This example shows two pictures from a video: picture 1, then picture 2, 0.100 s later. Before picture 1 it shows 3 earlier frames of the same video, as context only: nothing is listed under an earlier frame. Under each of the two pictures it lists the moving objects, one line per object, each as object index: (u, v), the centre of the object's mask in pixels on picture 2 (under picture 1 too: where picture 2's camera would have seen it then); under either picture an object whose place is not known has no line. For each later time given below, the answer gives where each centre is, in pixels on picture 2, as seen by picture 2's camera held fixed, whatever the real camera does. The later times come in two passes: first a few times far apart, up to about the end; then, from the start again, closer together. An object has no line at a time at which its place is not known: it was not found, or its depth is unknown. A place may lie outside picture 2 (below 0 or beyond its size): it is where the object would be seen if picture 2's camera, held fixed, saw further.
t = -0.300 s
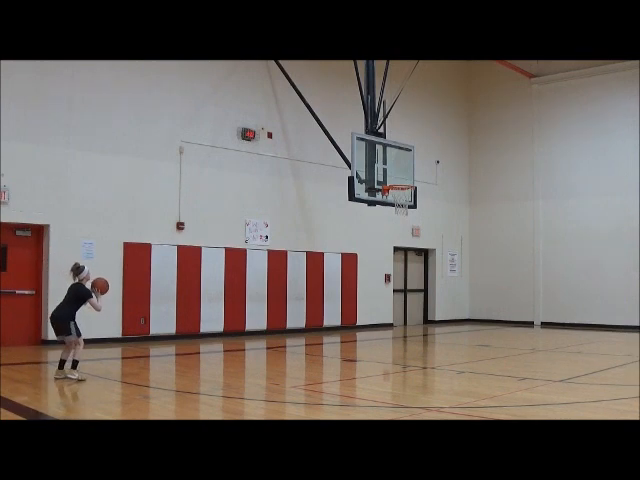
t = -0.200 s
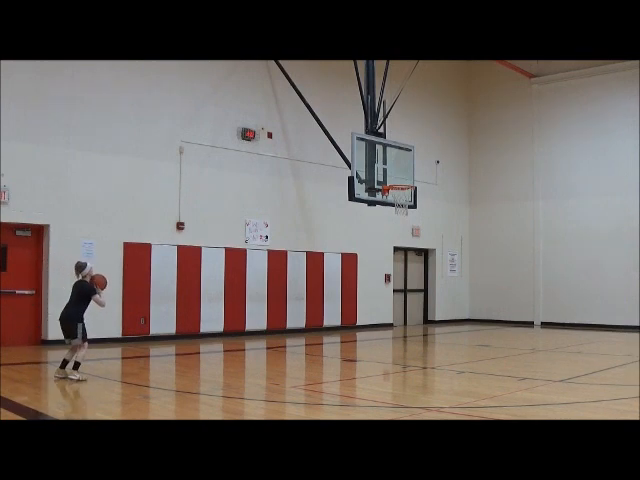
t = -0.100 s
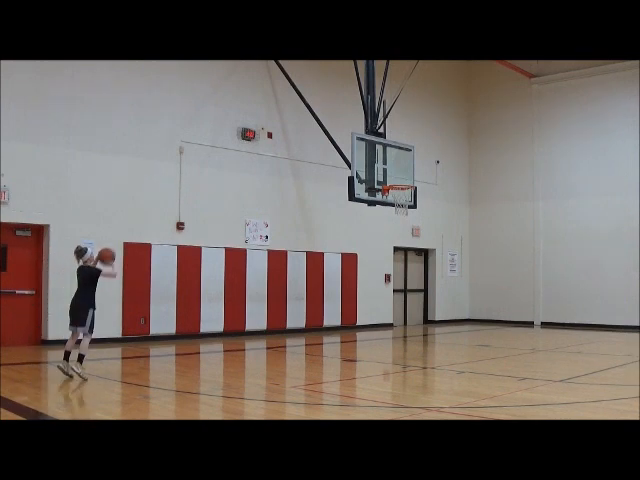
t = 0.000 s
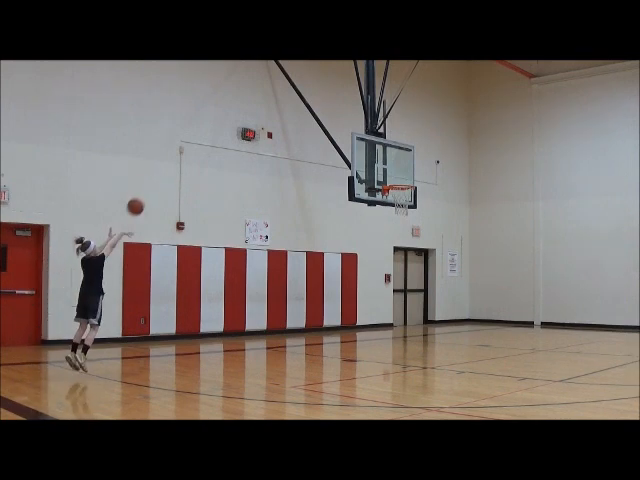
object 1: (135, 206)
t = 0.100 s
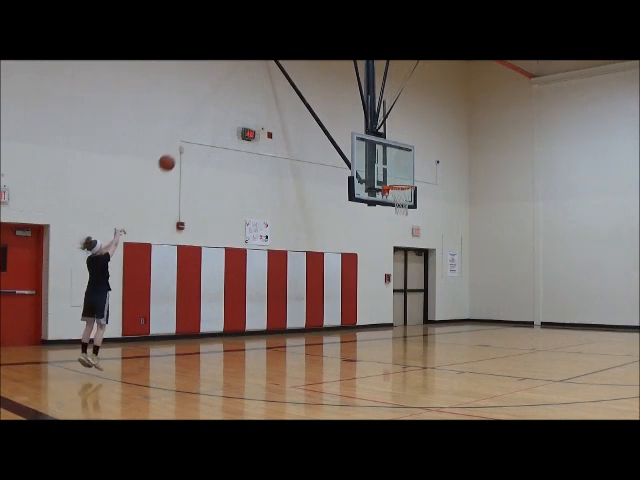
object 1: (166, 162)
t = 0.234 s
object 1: (204, 120)
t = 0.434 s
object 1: (255, 84)
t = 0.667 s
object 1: (306, 77)
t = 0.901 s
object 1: (349, 100)
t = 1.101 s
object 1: (383, 139)
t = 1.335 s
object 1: (401, 201)
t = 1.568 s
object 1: (378, 237)
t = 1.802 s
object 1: (359, 298)
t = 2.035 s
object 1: (338, 316)
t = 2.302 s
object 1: (320, 270)
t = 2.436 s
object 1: (309, 261)
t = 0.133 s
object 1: (176, 151)
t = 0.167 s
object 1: (186, 139)
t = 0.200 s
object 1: (195, 129)
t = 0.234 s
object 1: (204, 120)
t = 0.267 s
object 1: (213, 111)
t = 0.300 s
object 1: (222, 104)
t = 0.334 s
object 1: (230, 98)
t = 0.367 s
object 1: (239, 93)
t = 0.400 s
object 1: (247, 88)
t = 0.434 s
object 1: (255, 84)
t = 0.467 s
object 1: (263, 81)
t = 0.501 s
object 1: (270, 79)
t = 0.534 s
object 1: (278, 77)
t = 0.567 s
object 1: (285, 76)
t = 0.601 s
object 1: (292, 75)
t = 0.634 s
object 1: (299, 76)
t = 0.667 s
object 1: (306, 77)
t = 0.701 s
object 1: (312, 78)
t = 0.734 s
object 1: (319, 80)
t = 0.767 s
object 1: (325, 83)
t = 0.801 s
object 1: (332, 87)
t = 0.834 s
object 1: (338, 91)
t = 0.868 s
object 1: (344, 95)
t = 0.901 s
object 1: (349, 100)
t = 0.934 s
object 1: (355, 106)
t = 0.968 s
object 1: (361, 111)
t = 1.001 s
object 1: (367, 118)
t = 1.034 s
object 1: (372, 125)
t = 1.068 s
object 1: (378, 132)
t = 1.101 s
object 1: (383, 139)
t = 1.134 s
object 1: (389, 149)
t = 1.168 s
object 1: (394, 158)
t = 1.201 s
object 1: (399, 167)
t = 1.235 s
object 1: (403, 177)
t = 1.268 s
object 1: (408, 187)
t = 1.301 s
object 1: (404, 194)
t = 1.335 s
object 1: (401, 201)
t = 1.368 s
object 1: (396, 206)
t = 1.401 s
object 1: (394, 209)
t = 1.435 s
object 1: (391, 214)
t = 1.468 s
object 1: (387, 219)
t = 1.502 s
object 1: (384, 224)
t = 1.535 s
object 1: (381, 230)
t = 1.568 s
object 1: (378, 237)
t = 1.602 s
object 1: (375, 244)
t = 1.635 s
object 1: (372, 251)
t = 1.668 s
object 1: (369, 260)
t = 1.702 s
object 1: (366, 268)
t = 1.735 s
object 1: (363, 278)
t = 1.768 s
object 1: (361, 288)
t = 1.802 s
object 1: (359, 298)
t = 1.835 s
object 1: (357, 308)
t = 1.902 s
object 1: (348, 332)
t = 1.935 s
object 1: (345, 343)
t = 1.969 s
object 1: (343, 332)
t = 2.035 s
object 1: (338, 316)
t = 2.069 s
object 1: (336, 308)
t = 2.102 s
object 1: (333, 301)
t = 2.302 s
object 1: (320, 270)
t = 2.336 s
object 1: (317, 266)
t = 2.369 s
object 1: (315, 263)
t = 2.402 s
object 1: (312, 261)
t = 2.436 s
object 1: (309, 261)
